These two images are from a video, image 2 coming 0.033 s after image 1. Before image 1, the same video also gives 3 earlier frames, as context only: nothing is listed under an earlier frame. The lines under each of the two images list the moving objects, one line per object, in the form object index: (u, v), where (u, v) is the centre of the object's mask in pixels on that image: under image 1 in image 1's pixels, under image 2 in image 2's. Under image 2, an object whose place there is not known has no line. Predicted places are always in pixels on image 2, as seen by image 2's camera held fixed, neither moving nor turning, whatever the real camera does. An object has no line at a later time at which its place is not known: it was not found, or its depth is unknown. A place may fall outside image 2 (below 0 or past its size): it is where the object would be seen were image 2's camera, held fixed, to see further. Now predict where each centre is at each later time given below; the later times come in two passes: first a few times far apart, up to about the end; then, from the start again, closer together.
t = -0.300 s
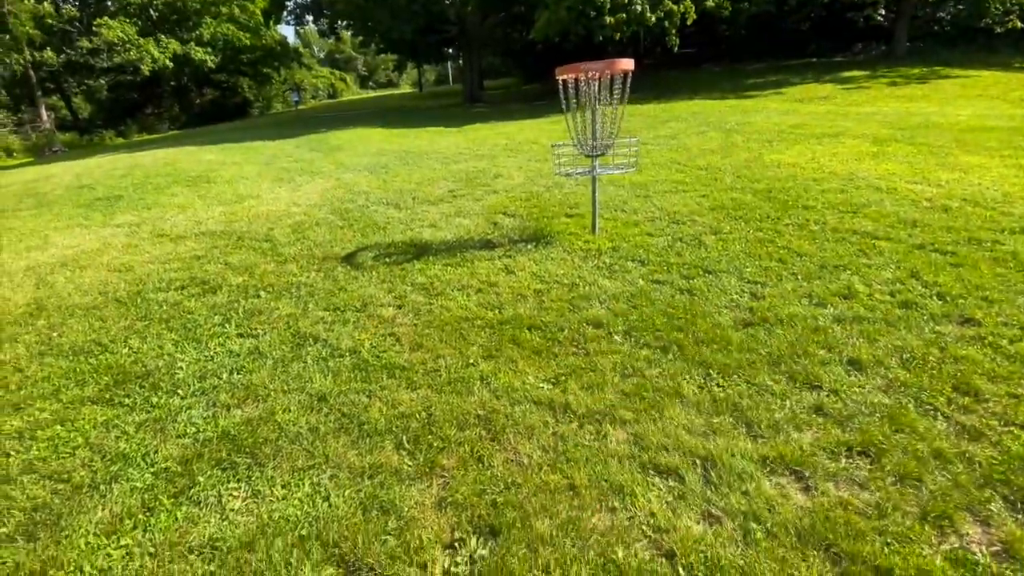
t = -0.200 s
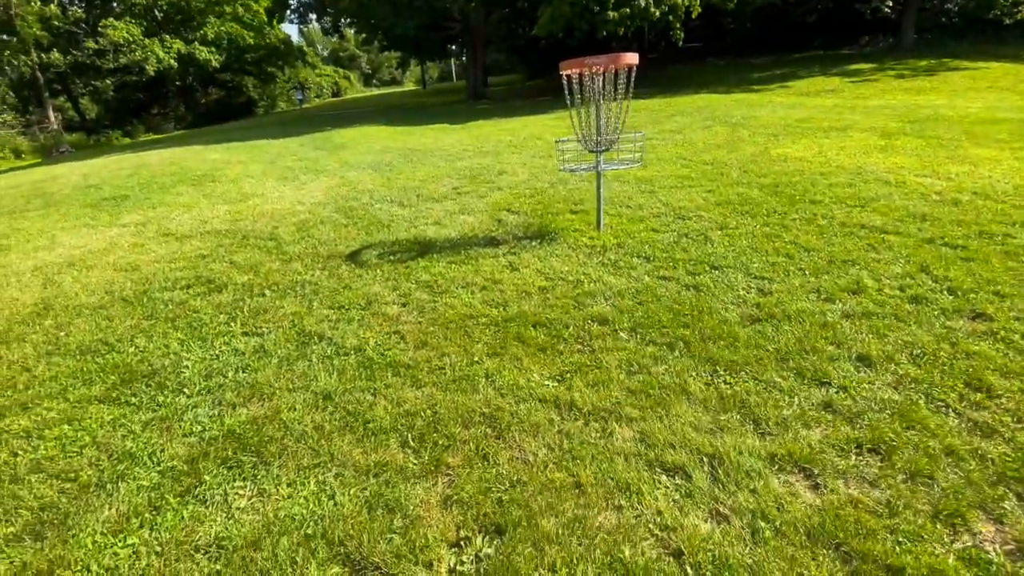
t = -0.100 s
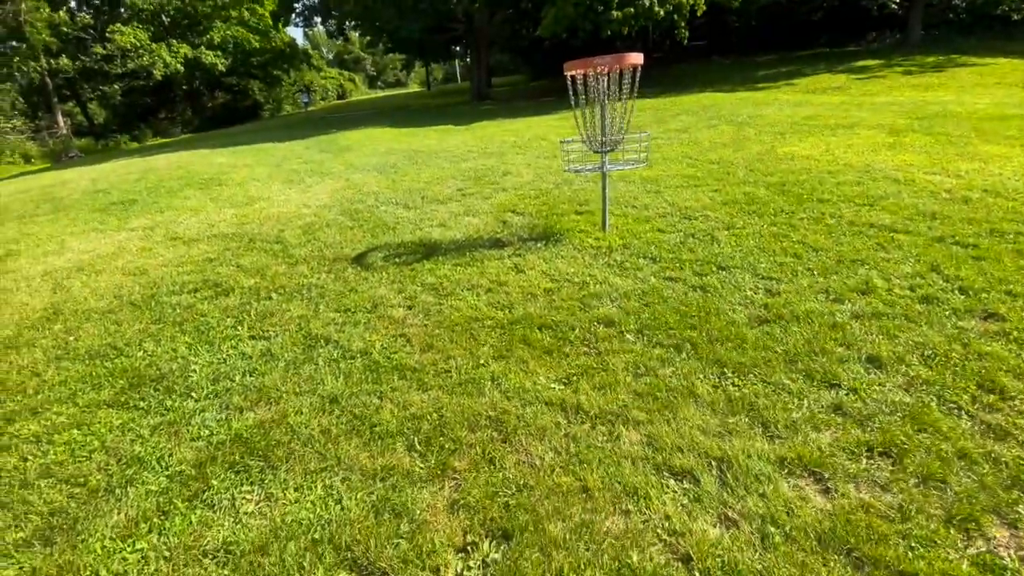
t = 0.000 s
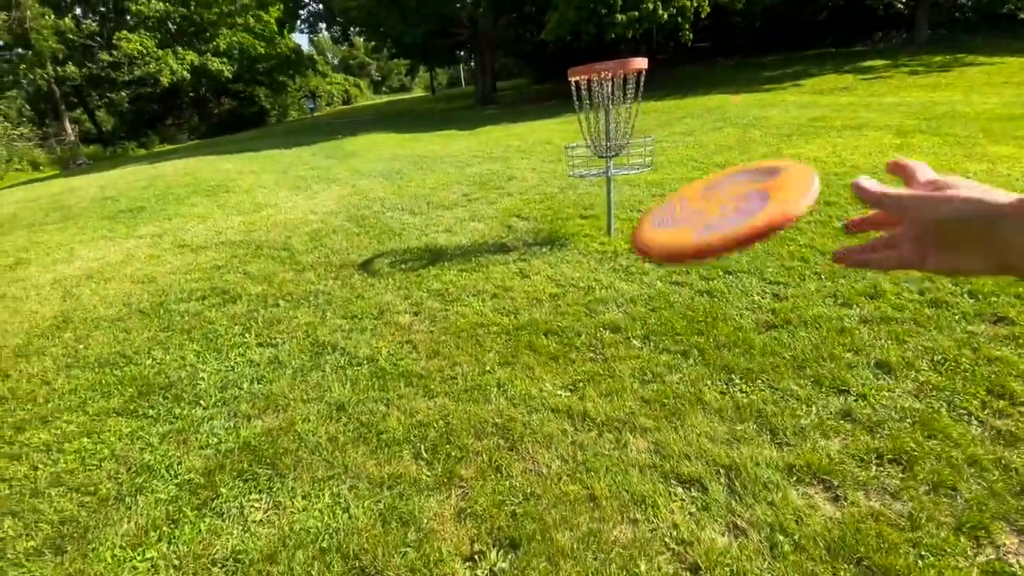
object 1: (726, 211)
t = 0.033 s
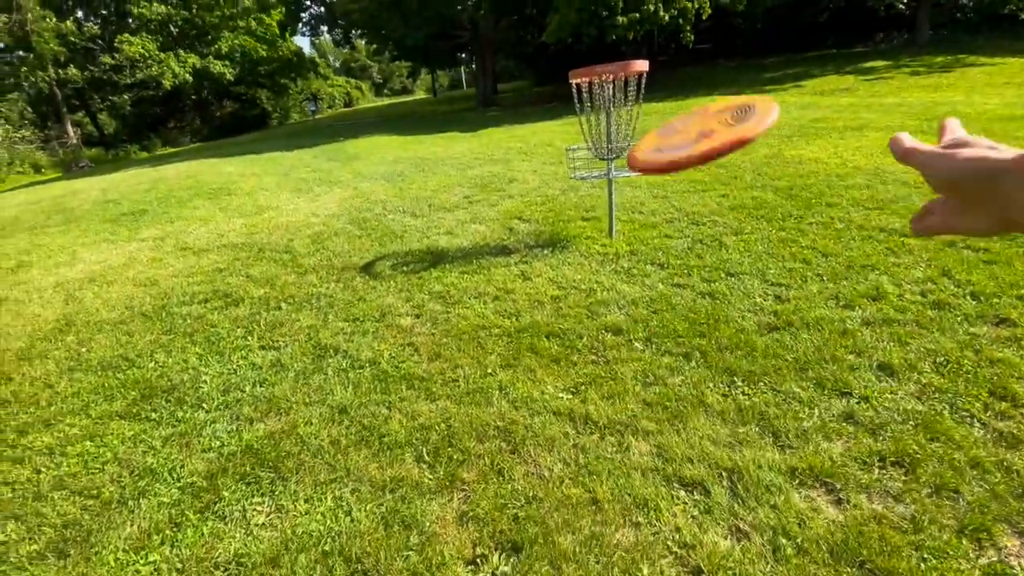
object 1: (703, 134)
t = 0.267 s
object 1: (643, 28)
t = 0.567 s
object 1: (617, 99)
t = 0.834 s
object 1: (601, 146)
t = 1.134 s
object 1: (607, 165)
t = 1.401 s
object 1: (614, 167)
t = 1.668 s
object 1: (614, 176)
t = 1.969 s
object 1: (617, 177)
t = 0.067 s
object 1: (688, 85)
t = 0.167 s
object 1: (659, 29)
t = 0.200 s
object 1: (652, 26)
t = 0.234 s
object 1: (648, 24)
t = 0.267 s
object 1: (643, 28)
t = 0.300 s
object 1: (640, 31)
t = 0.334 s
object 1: (636, 38)
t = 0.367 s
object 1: (632, 45)
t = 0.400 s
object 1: (631, 53)
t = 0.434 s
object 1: (632, 58)
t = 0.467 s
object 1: (628, 68)
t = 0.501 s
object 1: (623, 76)
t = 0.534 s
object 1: (621, 87)
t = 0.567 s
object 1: (617, 99)
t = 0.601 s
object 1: (614, 105)
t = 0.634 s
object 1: (608, 114)
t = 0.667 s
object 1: (606, 119)
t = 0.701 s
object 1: (604, 125)
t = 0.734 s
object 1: (602, 129)
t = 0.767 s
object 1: (601, 135)
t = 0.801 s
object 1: (600, 142)
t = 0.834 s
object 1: (601, 146)
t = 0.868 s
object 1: (601, 147)
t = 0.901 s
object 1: (603, 151)
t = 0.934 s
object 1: (604, 158)
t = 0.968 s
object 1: (605, 162)
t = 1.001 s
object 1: (606, 163)
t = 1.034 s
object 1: (606, 162)
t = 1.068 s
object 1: (607, 164)
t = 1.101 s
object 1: (607, 164)
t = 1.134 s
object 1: (607, 165)
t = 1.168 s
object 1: (608, 164)
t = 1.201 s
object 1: (609, 164)
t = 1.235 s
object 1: (610, 165)
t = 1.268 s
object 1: (610, 165)
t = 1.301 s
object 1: (610, 164)
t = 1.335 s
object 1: (610, 166)
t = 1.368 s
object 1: (612, 167)
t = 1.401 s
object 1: (614, 167)
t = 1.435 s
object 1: (613, 168)
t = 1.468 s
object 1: (615, 169)
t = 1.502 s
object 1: (615, 172)
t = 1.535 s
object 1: (616, 174)
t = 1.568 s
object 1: (616, 174)
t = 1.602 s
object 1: (615, 174)
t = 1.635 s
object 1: (614, 175)
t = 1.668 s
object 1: (614, 176)
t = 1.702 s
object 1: (616, 176)
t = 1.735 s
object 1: (615, 176)
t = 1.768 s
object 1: (614, 177)
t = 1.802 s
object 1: (613, 177)
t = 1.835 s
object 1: (615, 177)
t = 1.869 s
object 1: (615, 177)
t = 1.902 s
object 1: (616, 177)
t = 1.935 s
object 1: (616, 177)
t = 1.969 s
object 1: (617, 177)
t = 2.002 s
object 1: (618, 177)
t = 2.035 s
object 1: (620, 176)
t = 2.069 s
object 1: (621, 176)
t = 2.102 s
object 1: (623, 176)
